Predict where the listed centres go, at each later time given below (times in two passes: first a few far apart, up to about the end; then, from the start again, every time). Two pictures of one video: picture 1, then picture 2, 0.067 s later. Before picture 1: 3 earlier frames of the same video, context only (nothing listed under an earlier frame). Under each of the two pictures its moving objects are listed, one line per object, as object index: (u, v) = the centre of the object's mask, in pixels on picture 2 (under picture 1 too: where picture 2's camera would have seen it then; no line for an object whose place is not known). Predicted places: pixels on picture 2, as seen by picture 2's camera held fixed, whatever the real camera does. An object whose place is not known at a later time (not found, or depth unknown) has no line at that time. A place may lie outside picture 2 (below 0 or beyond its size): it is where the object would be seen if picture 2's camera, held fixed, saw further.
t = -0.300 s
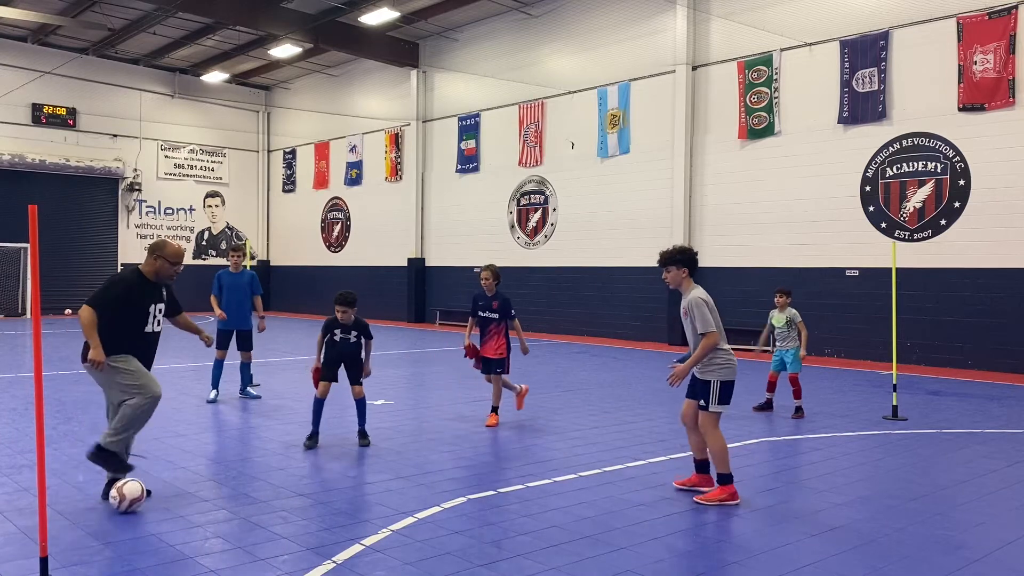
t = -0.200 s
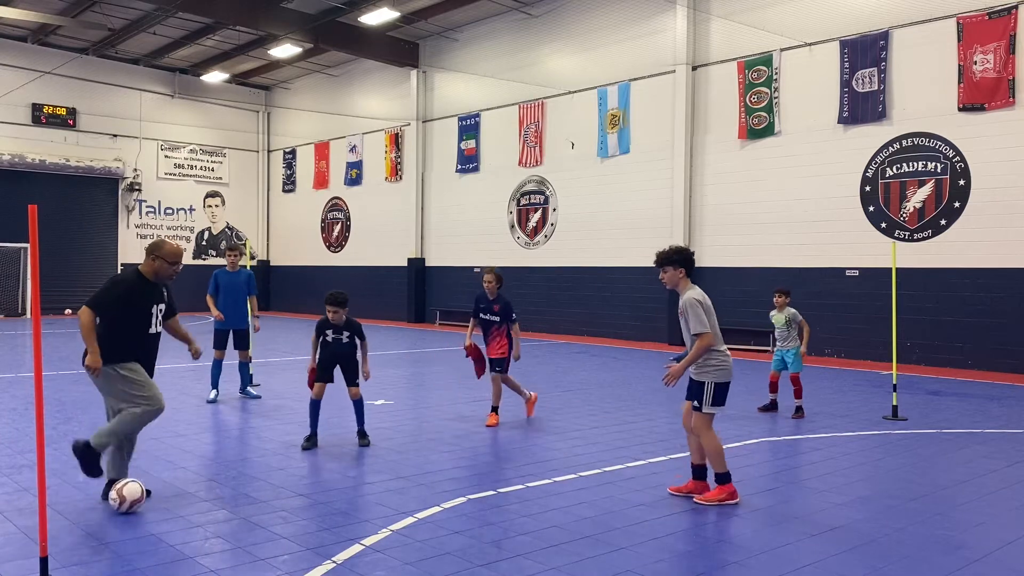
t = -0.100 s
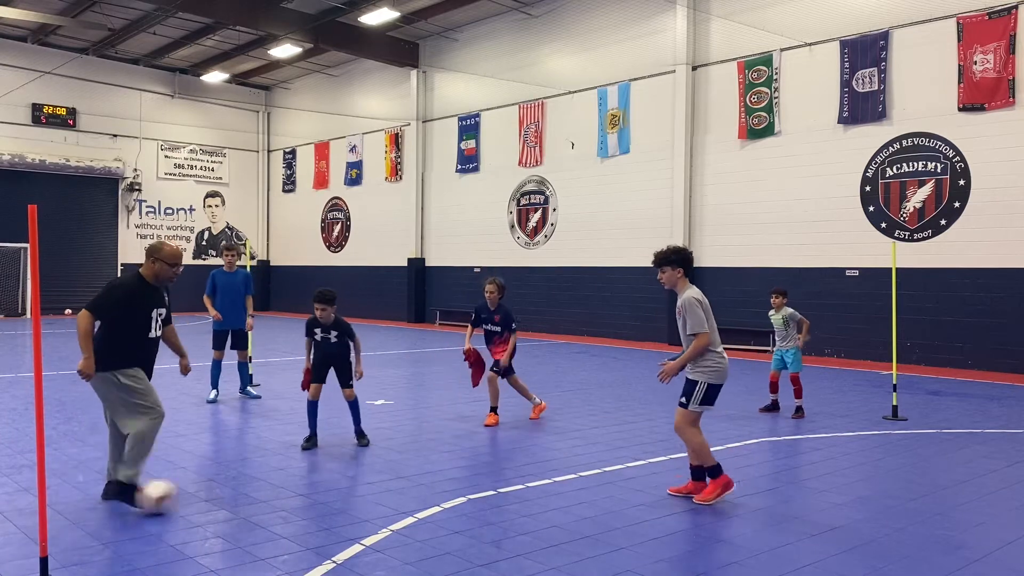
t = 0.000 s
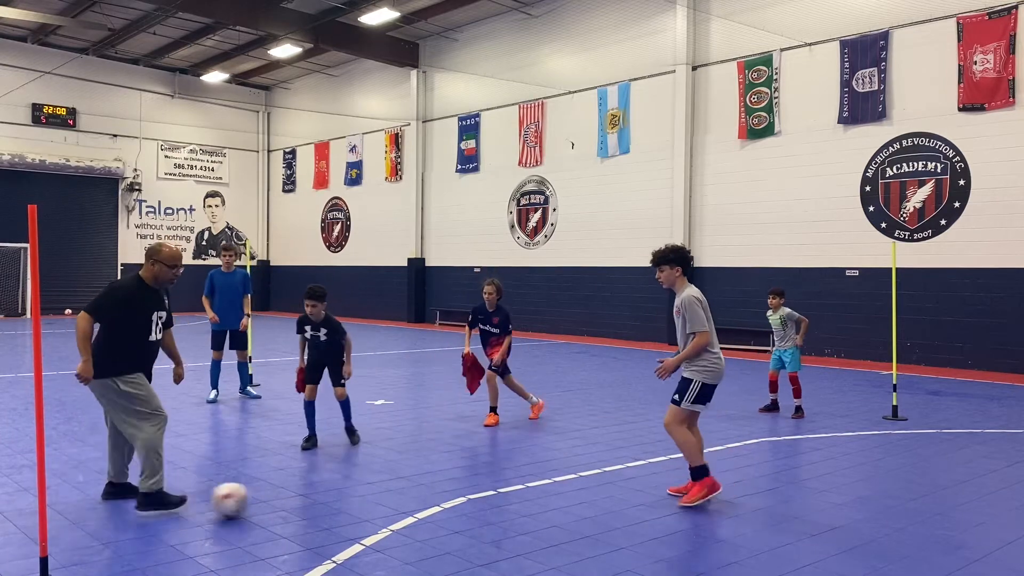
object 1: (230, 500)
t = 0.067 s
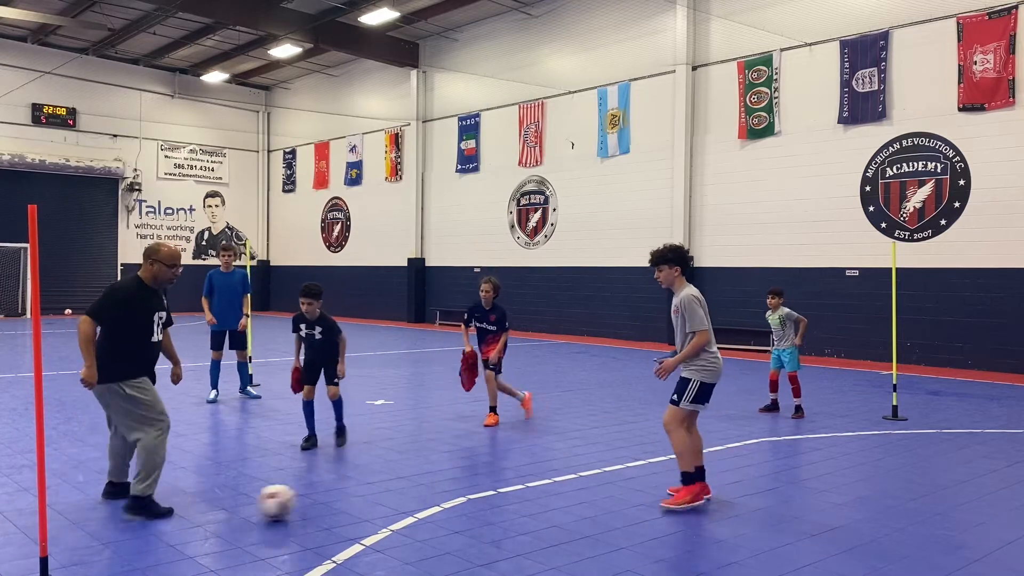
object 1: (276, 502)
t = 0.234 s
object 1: (383, 508)
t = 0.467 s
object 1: (503, 514)
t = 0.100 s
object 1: (299, 503)
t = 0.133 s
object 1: (321, 505)
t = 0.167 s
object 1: (342, 506)
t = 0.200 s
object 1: (362, 508)
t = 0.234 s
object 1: (383, 508)
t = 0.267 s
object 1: (400, 509)
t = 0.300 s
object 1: (418, 510)
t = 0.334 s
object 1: (435, 510)
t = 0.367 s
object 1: (453, 511)
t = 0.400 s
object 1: (469, 512)
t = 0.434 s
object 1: (486, 513)
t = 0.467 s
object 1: (503, 514)
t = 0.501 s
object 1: (520, 515)
